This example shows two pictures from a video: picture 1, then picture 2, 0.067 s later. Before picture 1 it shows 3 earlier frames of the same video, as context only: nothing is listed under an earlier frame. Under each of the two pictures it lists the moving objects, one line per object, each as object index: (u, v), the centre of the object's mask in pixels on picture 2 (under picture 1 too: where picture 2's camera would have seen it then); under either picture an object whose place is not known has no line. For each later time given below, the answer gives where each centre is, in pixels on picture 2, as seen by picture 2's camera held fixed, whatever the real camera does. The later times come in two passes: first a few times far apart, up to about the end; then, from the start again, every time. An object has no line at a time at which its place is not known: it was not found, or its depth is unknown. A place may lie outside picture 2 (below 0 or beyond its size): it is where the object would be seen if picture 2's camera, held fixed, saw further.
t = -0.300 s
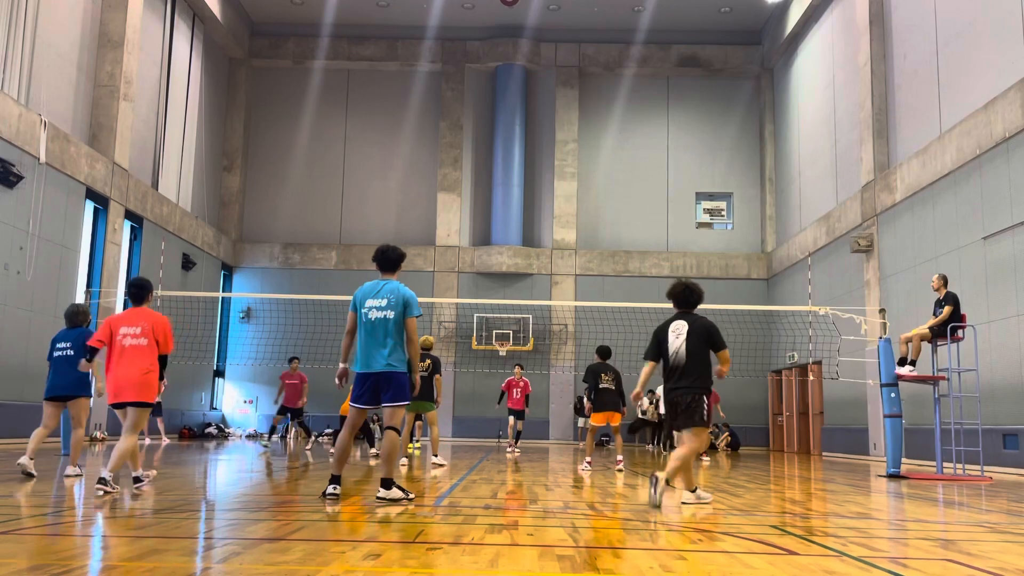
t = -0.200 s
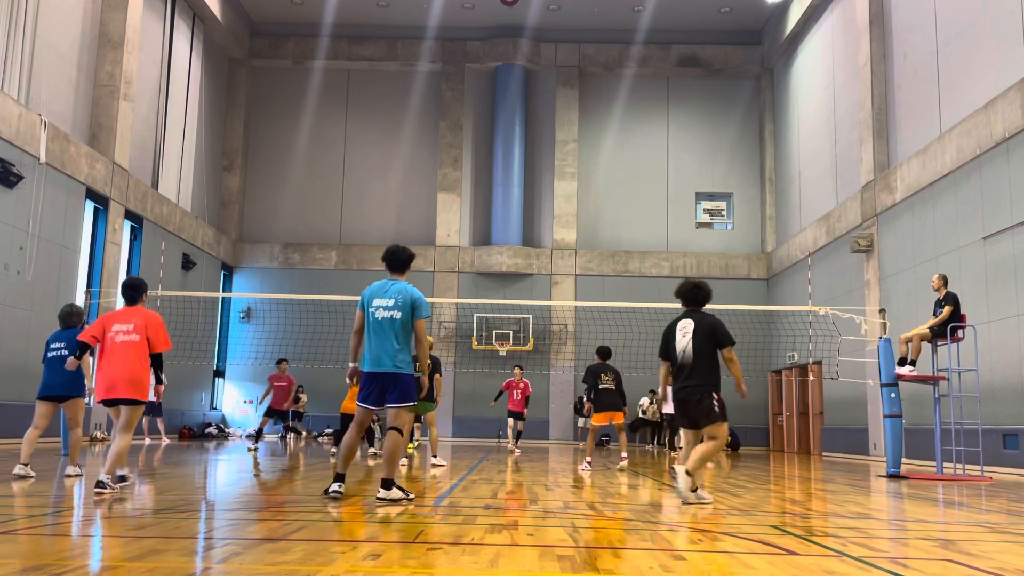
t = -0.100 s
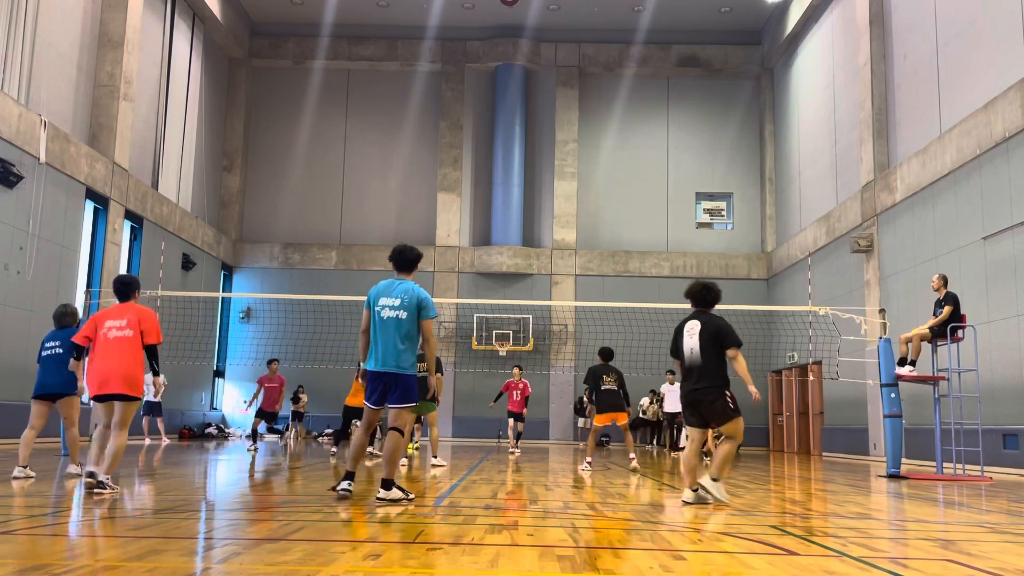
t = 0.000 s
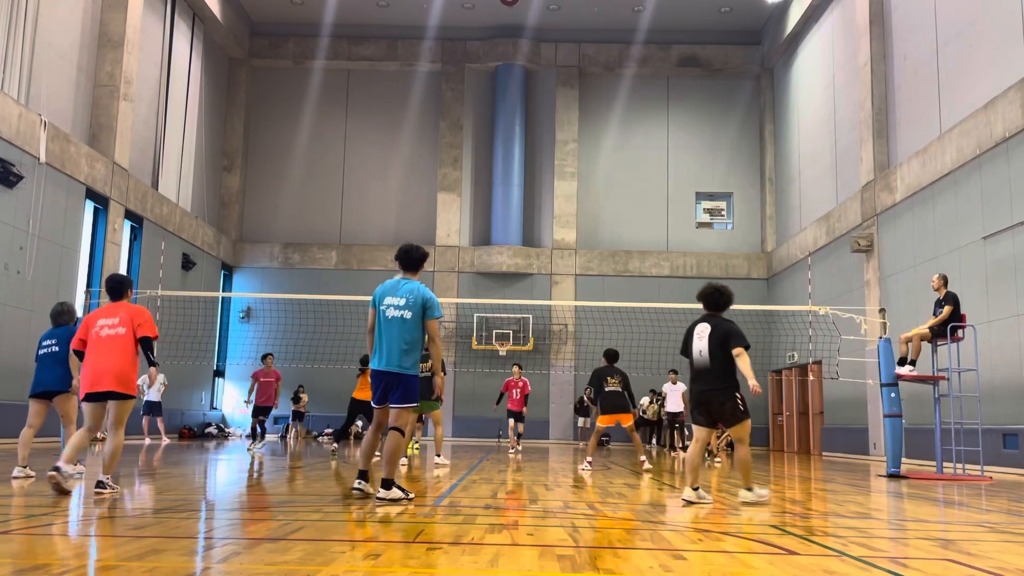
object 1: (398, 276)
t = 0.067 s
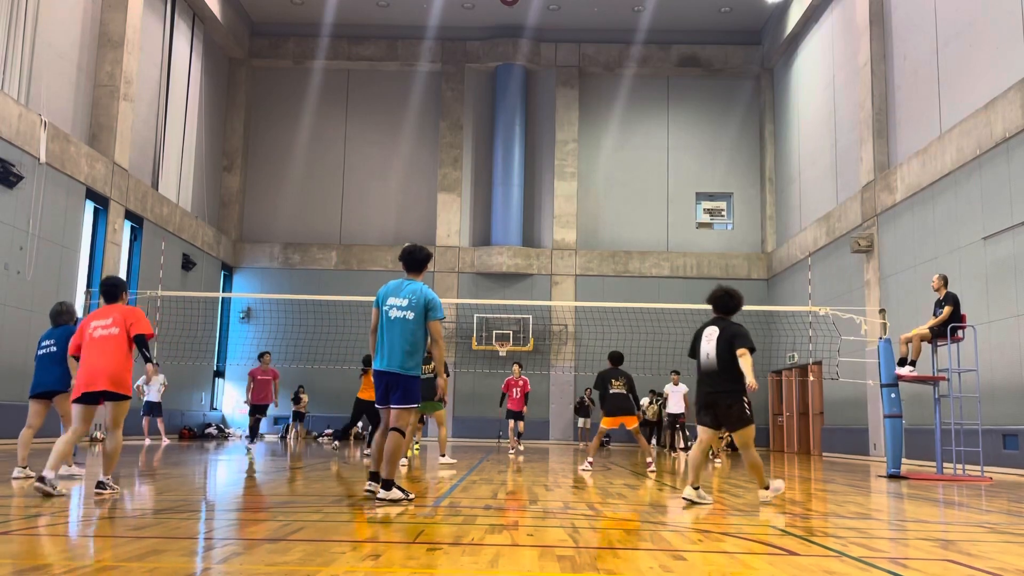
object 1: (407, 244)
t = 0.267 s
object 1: (437, 175)
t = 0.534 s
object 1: (472, 113)
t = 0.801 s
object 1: (504, 91)
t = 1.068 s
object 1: (535, 107)
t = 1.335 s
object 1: (563, 159)
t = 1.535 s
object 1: (585, 222)
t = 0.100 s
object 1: (413, 236)
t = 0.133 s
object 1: (418, 223)
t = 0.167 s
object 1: (423, 208)
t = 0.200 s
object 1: (427, 197)
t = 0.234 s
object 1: (432, 186)
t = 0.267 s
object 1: (437, 175)
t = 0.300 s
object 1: (441, 165)
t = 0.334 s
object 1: (446, 155)
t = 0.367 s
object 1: (450, 147)
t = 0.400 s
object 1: (455, 139)
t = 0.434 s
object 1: (459, 131)
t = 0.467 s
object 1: (463, 125)
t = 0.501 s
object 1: (468, 119)
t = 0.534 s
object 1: (472, 113)
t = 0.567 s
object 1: (476, 109)
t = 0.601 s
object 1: (480, 104)
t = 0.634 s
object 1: (484, 101)
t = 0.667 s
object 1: (488, 97)
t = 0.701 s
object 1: (493, 95)
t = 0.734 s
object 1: (496, 93)
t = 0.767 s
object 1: (500, 92)
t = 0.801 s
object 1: (504, 91)
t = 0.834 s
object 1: (508, 91)
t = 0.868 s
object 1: (512, 92)
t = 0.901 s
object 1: (516, 93)
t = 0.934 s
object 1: (520, 94)
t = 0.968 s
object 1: (524, 97)
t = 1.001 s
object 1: (527, 99)
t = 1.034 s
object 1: (531, 103)
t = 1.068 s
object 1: (535, 107)
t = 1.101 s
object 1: (539, 111)
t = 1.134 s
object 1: (542, 116)
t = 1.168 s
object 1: (546, 122)
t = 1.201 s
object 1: (549, 129)
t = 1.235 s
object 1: (553, 135)
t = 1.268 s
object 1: (556, 142)
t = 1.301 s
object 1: (560, 149)
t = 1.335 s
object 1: (563, 159)
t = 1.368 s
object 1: (567, 167)
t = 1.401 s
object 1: (571, 177)
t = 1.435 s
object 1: (574, 188)
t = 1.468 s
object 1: (578, 197)
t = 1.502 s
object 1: (581, 210)
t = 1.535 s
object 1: (585, 222)
